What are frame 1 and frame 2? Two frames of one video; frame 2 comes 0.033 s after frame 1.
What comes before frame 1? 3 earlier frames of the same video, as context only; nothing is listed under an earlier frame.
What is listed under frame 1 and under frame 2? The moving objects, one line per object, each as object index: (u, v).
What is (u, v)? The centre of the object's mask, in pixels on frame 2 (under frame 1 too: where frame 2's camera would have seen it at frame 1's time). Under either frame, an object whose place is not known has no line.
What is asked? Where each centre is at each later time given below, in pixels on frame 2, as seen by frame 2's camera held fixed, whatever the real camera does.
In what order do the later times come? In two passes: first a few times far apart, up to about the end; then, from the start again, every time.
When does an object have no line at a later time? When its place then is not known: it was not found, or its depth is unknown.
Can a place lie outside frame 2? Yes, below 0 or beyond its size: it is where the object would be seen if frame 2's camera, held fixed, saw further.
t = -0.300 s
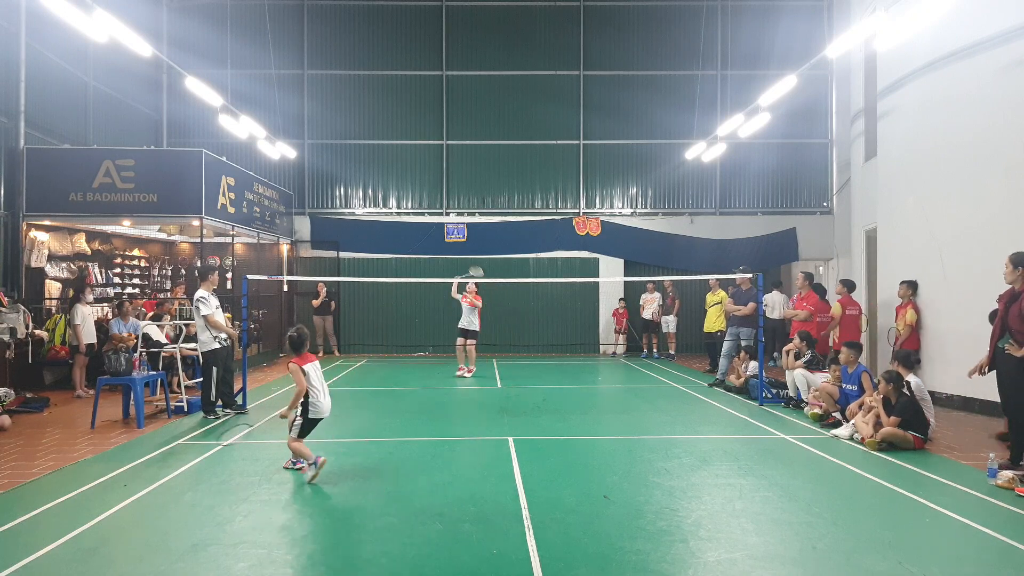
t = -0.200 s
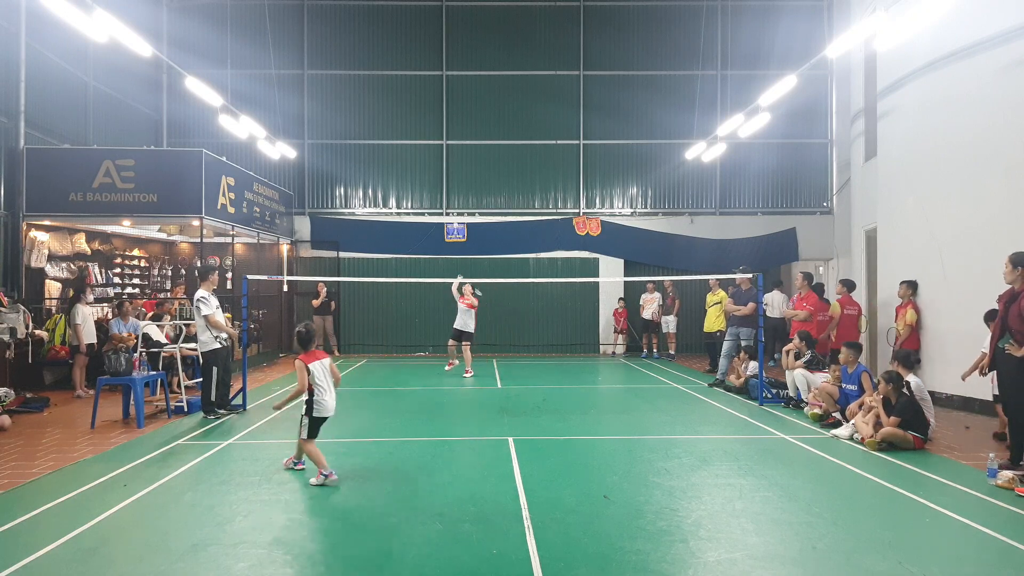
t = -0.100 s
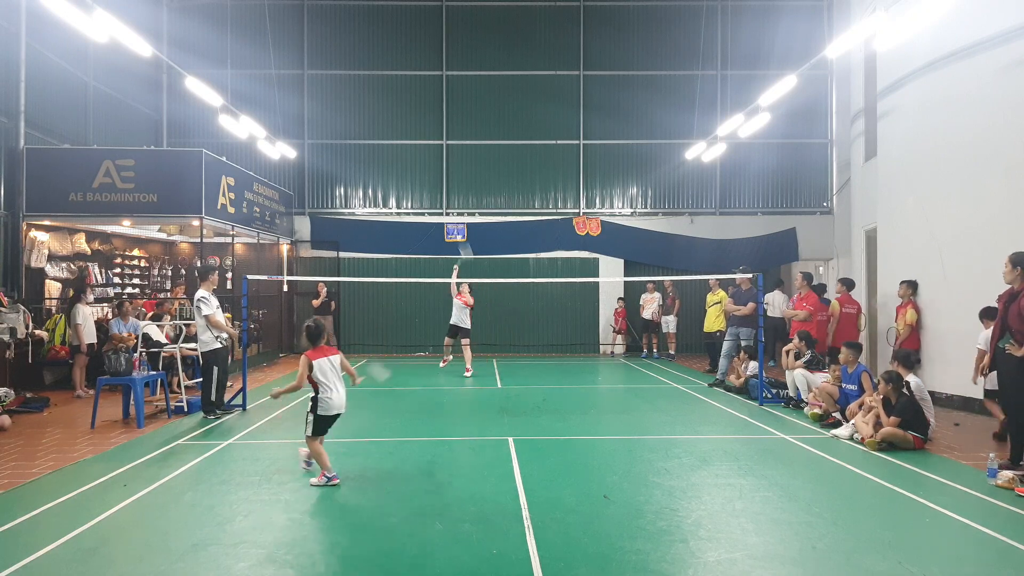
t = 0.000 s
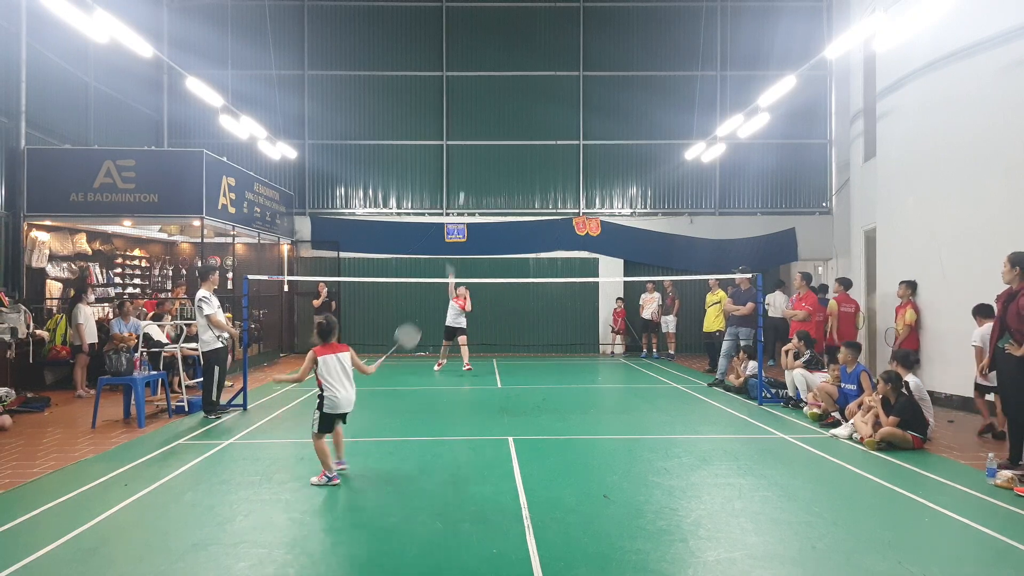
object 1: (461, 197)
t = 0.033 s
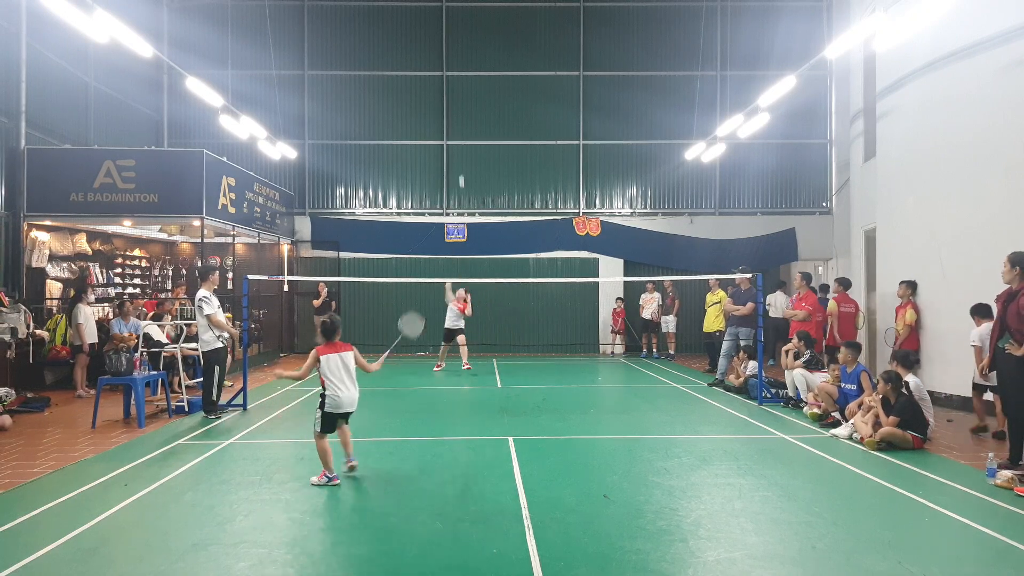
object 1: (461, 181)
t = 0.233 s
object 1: (464, 100)
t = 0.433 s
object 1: (467, 51)
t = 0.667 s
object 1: (468, 40)
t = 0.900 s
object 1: (469, 91)
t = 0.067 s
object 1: (461, 165)
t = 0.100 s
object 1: (462, 151)
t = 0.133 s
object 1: (463, 136)
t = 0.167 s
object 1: (464, 124)
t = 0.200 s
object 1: (464, 111)
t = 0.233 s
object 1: (464, 100)
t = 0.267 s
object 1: (465, 89)
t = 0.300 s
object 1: (465, 80)
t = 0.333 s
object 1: (466, 71)
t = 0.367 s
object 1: (466, 64)
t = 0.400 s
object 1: (466, 56)
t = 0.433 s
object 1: (467, 51)
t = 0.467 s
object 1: (467, 46)
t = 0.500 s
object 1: (467, 43)
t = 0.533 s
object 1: (468, 40)
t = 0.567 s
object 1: (468, 38)
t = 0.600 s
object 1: (468, 38)
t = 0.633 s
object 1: (468, 39)
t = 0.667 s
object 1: (468, 40)
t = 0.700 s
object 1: (468, 43)
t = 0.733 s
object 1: (469, 48)
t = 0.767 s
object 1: (469, 53)
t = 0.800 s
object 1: (469, 61)
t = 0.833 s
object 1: (469, 69)
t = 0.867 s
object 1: (469, 80)
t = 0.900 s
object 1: (469, 91)
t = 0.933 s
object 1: (469, 104)
